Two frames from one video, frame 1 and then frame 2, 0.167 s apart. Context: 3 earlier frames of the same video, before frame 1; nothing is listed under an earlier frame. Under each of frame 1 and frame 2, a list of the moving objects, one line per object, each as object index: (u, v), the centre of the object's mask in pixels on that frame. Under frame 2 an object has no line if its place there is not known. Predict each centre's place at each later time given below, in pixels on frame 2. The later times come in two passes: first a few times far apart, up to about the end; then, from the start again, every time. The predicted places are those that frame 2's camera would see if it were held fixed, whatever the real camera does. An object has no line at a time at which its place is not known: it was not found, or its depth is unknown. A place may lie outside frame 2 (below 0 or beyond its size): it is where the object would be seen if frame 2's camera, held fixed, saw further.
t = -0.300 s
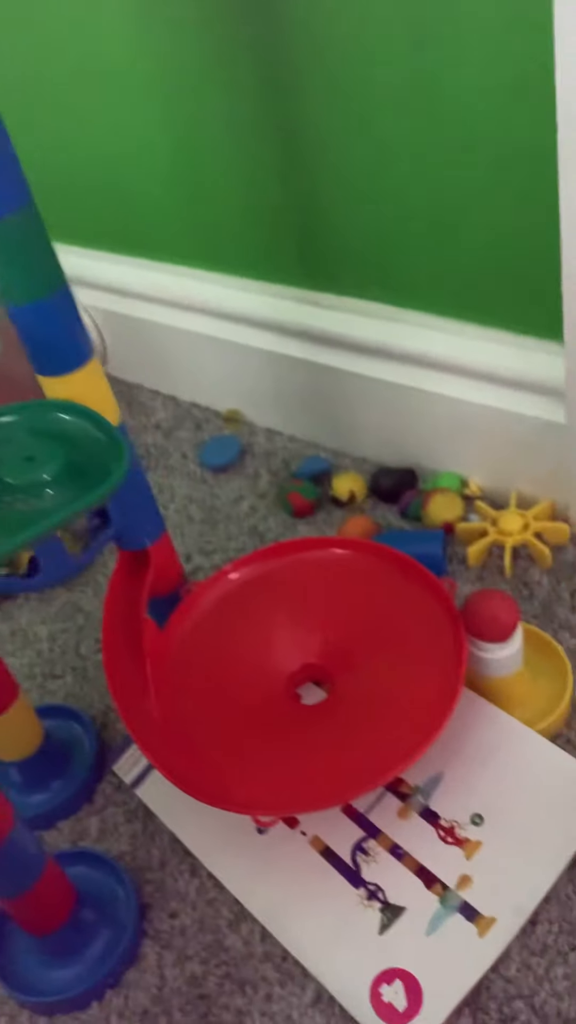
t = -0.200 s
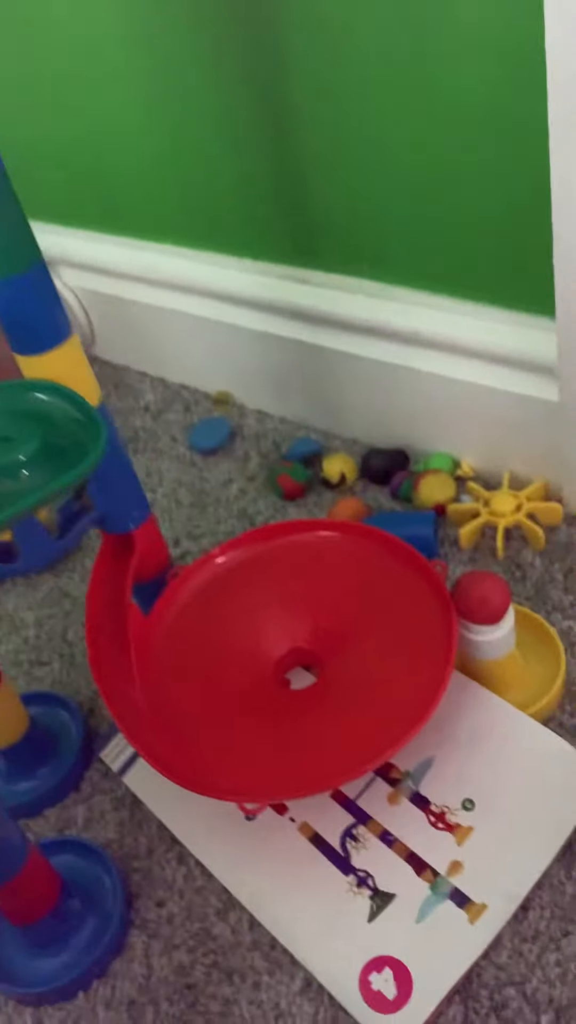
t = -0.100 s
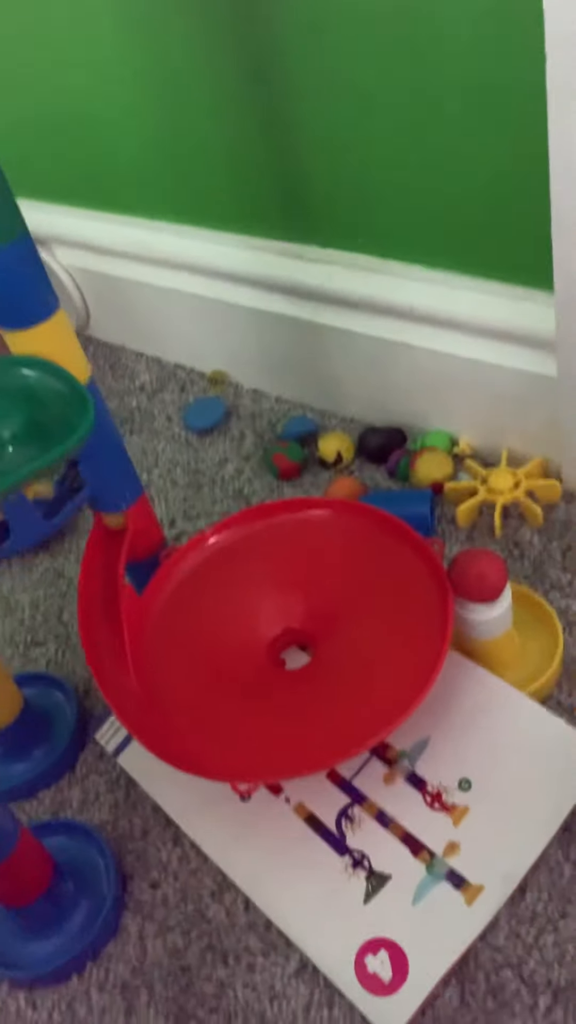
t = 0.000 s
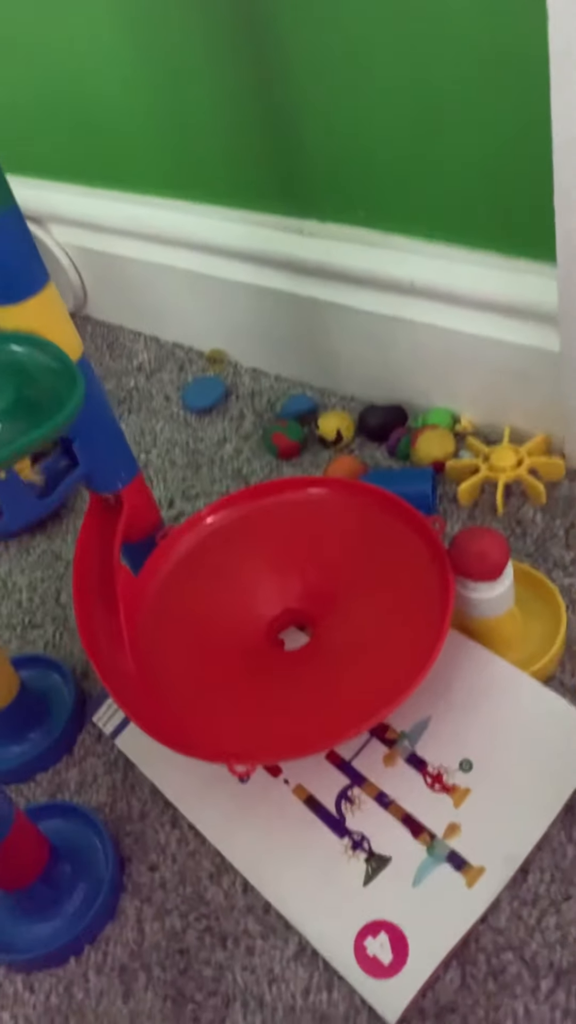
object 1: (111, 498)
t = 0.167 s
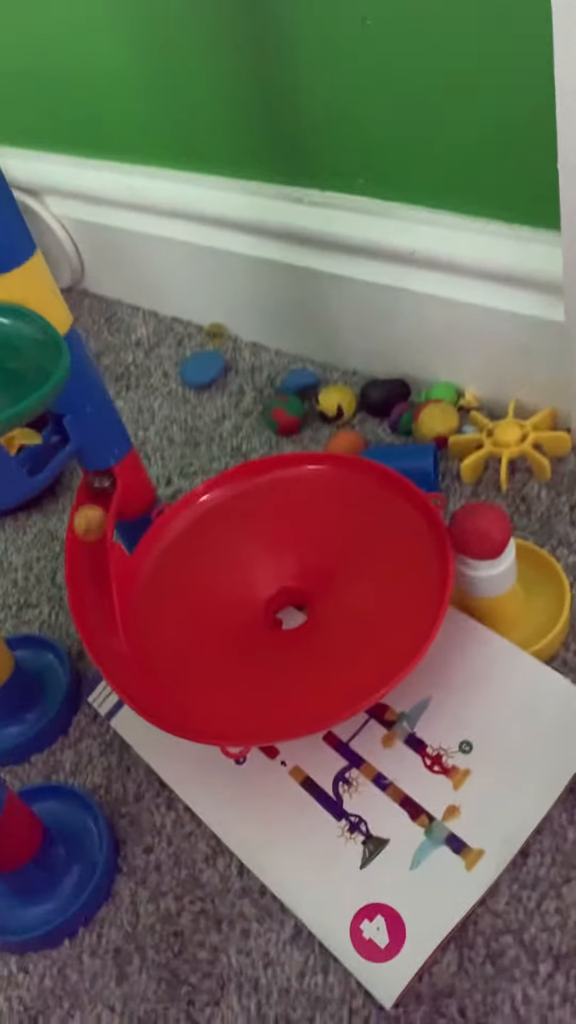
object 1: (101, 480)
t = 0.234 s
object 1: (95, 507)
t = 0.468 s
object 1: (115, 649)
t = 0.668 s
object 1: (333, 696)
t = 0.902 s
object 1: (398, 504)
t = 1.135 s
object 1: (208, 501)
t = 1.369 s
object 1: (153, 647)
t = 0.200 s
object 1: (97, 495)
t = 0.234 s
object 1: (95, 507)
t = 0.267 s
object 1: (91, 518)
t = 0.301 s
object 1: (87, 535)
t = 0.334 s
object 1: (84, 552)
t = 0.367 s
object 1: (88, 577)
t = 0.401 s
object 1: (95, 601)
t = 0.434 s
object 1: (100, 624)
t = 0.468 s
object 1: (115, 649)
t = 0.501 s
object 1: (140, 679)
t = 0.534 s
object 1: (167, 701)
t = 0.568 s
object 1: (206, 713)
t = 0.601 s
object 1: (242, 718)
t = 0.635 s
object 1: (284, 712)
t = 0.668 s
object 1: (333, 696)
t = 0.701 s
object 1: (365, 677)
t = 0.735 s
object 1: (397, 647)
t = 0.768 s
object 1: (419, 617)
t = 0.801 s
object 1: (426, 583)
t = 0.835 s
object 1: (427, 549)
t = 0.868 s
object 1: (417, 523)
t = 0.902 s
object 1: (398, 504)
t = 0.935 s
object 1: (374, 484)
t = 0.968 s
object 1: (348, 473)
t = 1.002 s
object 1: (321, 473)
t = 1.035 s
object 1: (288, 473)
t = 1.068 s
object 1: (259, 476)
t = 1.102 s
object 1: (233, 487)
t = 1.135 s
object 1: (208, 501)
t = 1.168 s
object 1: (187, 518)
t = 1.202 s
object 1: (166, 536)
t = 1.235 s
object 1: (155, 556)
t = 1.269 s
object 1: (146, 580)
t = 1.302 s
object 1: (141, 600)
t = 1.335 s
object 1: (141, 625)
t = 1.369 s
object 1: (153, 647)
